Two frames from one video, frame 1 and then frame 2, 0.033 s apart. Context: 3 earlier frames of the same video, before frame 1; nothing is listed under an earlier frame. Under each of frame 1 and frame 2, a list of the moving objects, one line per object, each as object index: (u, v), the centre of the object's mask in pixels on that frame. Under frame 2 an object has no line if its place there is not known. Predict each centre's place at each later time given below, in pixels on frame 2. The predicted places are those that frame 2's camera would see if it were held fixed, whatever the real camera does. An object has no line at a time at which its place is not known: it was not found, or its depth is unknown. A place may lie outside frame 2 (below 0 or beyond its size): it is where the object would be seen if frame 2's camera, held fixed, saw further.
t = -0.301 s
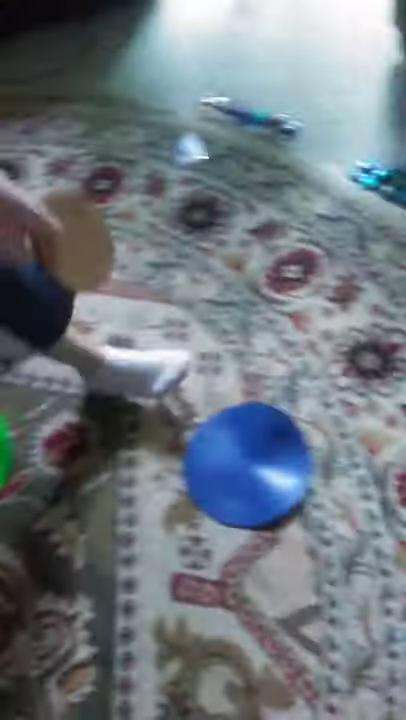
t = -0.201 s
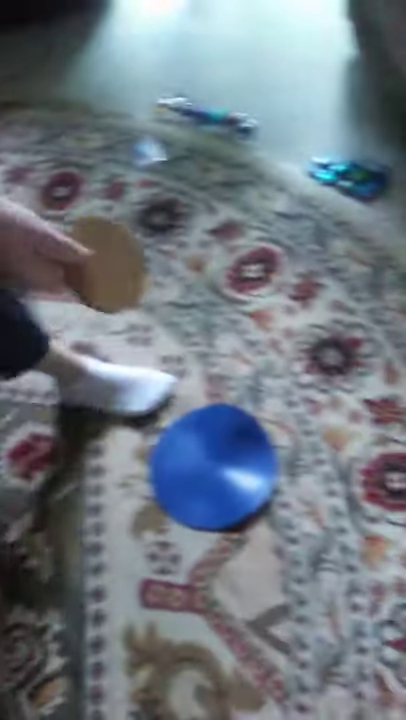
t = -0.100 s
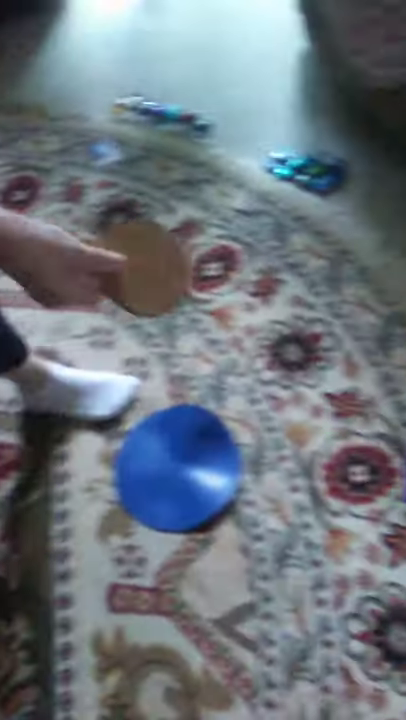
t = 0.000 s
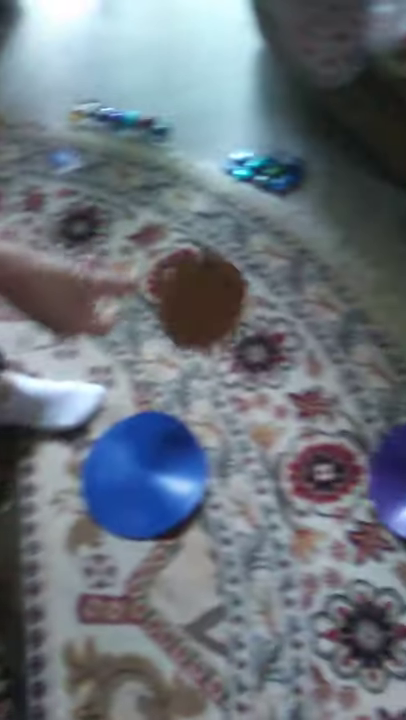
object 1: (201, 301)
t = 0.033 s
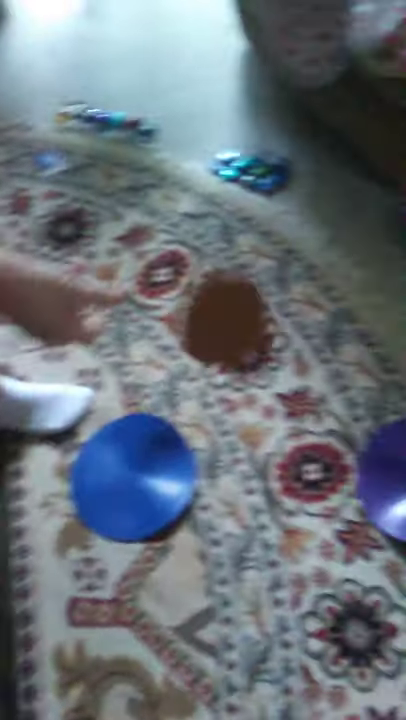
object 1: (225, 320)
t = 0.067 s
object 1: (257, 342)
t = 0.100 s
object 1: (291, 365)
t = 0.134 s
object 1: (323, 390)
